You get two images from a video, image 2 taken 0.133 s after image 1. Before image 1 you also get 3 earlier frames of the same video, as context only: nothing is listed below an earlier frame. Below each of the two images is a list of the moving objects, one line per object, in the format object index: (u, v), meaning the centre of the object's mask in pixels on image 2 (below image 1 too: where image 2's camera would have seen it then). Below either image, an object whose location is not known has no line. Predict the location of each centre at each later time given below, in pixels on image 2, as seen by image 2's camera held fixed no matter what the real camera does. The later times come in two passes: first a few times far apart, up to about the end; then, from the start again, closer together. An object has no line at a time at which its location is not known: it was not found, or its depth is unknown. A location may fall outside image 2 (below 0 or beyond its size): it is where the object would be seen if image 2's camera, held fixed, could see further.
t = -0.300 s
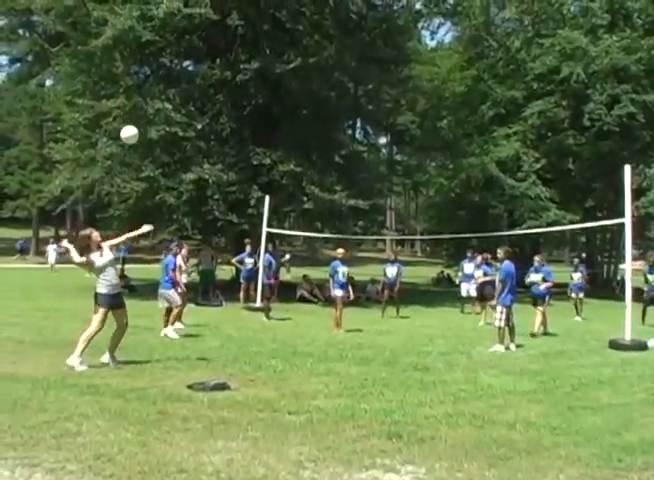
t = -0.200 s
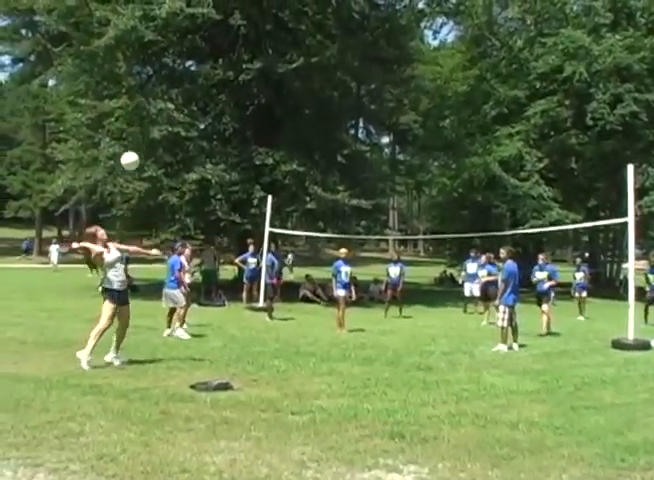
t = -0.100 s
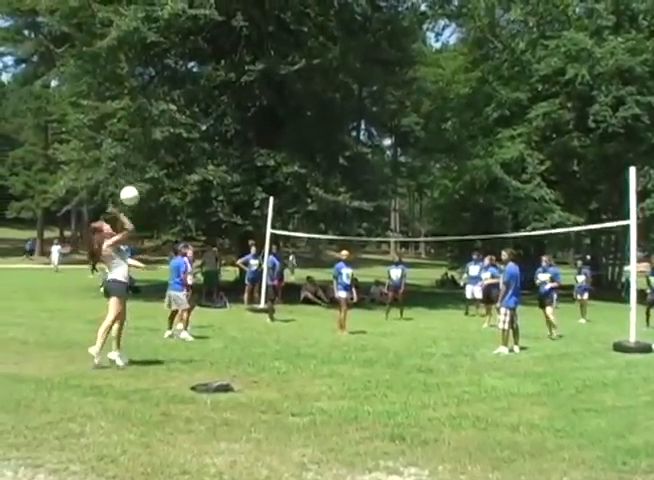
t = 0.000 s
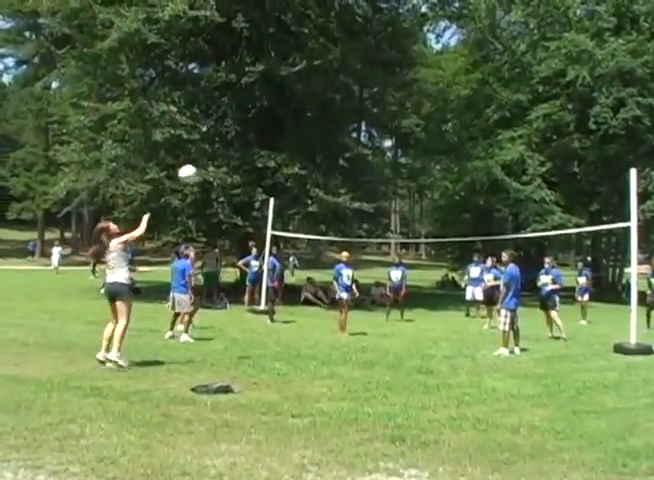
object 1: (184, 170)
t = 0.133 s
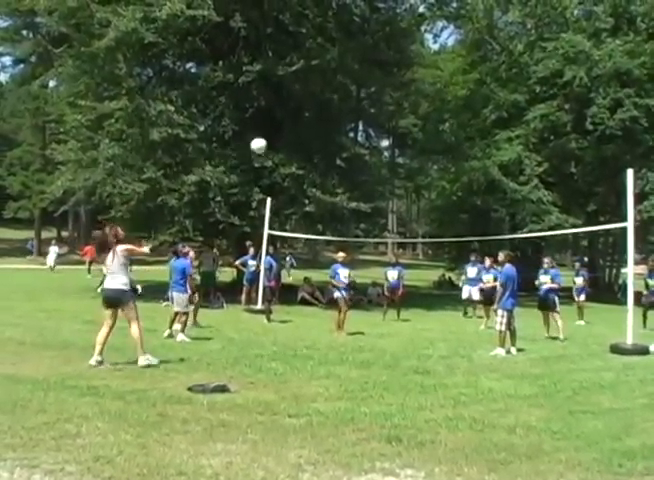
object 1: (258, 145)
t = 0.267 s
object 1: (315, 136)
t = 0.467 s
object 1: (380, 143)
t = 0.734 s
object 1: (441, 180)
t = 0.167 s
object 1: (274, 141)
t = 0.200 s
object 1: (288, 138)
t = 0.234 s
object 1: (302, 137)
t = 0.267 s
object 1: (315, 136)
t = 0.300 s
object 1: (327, 136)
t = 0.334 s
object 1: (339, 136)
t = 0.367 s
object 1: (349, 137)
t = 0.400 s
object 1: (360, 139)
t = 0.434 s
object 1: (370, 141)
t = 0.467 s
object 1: (380, 143)
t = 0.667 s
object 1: (428, 169)
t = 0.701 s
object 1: (435, 174)
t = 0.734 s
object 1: (441, 180)
